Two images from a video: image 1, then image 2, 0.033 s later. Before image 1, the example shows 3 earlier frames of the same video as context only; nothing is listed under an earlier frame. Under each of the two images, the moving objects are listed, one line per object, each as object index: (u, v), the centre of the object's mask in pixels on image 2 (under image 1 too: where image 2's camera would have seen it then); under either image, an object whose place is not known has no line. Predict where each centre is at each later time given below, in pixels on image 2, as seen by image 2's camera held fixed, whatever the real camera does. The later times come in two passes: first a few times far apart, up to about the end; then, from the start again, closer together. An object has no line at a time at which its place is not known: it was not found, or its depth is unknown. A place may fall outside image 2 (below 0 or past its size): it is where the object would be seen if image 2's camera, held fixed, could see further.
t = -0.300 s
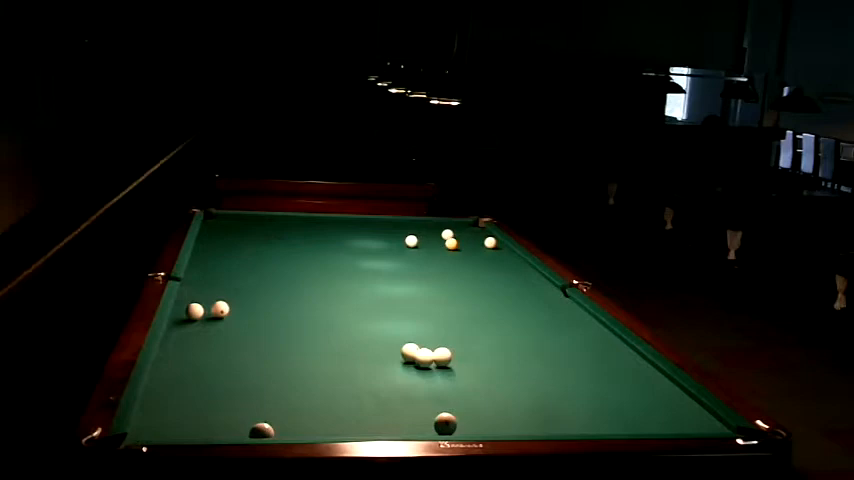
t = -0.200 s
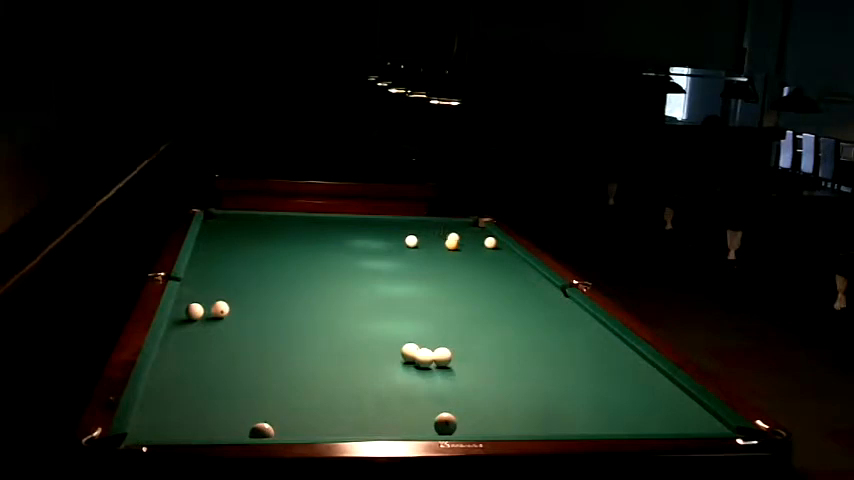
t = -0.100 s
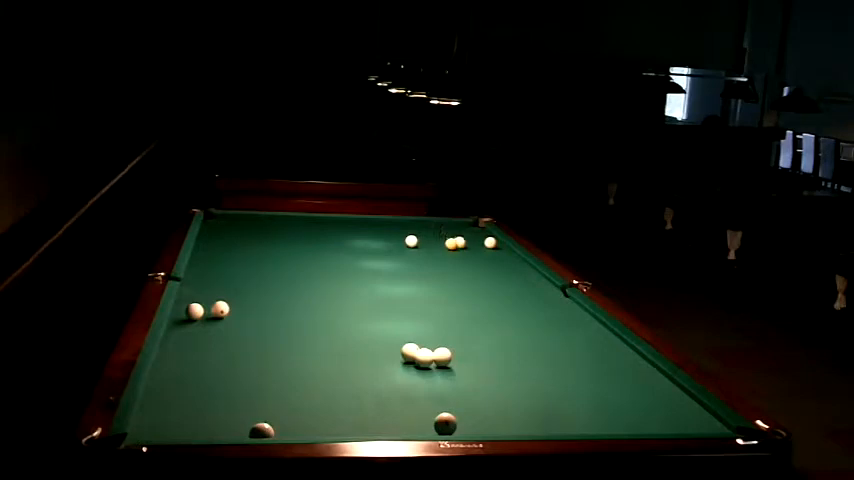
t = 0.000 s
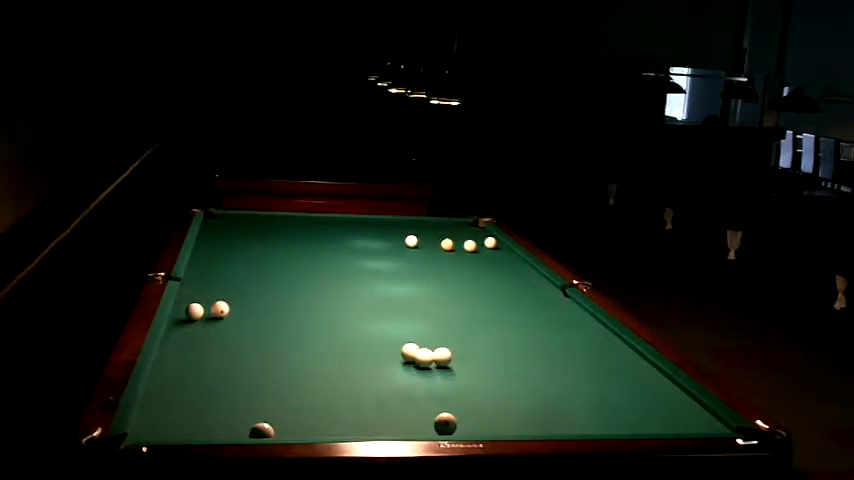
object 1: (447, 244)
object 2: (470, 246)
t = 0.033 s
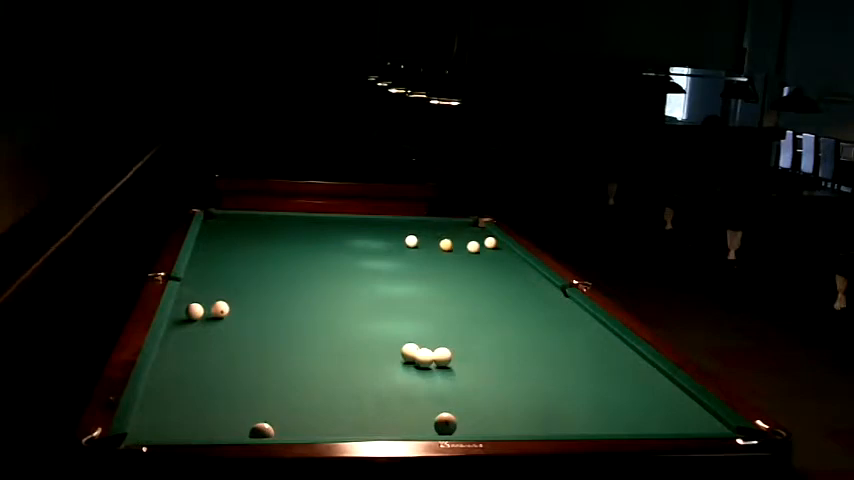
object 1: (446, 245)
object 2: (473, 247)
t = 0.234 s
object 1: (438, 246)
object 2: (494, 253)
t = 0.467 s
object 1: (430, 248)
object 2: (520, 261)
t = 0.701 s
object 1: (421, 249)
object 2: (523, 268)
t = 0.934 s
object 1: (413, 251)
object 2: (521, 274)
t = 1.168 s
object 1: (405, 252)
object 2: (519, 281)
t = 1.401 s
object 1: (398, 253)
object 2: (517, 287)
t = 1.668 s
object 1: (389, 255)
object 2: (515, 296)
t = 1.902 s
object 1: (382, 256)
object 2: (513, 302)
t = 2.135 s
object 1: (375, 256)
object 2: (510, 310)
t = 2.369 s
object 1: (369, 257)
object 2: (508, 317)
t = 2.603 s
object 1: (363, 258)
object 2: (505, 325)
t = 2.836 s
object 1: (358, 259)
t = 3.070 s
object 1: (353, 259)
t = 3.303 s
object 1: (349, 260)
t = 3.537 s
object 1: (345, 260)
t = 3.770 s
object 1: (343, 261)
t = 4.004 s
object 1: (340, 261)
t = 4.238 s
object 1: (337, 261)
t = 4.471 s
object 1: (335, 262)
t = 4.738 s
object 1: (333, 262)
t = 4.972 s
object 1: (332, 262)
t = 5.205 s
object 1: (332, 262)
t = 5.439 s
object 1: (332, 262)
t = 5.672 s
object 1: (332, 262)
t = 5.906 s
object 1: (332, 262)
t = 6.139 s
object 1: (332, 262)
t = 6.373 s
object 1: (332, 262)
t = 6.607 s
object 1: (332, 262)
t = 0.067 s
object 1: (445, 245)
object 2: (477, 248)
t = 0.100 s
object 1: (443, 245)
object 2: (480, 249)
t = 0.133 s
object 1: (442, 246)
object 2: (483, 250)
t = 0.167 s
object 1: (441, 246)
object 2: (487, 252)
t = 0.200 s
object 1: (440, 246)
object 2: (491, 252)
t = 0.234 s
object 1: (438, 246)
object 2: (494, 253)
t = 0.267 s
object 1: (437, 246)
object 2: (498, 255)
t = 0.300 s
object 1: (436, 247)
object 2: (502, 256)
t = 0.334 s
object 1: (435, 247)
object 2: (505, 257)
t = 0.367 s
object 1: (433, 247)
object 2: (509, 258)
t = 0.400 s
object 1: (432, 247)
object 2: (512, 259)
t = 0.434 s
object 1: (431, 248)
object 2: (516, 260)
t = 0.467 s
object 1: (430, 248)
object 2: (520, 261)
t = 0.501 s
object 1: (429, 248)
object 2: (524, 262)
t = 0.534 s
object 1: (427, 248)
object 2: (524, 263)
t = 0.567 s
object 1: (426, 248)
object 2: (524, 264)
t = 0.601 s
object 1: (425, 249)
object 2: (523, 265)
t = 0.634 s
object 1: (424, 249)
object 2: (523, 266)
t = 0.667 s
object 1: (422, 249)
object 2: (523, 267)
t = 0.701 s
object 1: (421, 249)
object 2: (523, 268)
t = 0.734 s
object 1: (420, 250)
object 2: (522, 269)
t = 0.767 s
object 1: (419, 250)
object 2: (522, 270)
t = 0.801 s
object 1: (418, 250)
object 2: (522, 270)
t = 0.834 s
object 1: (417, 250)
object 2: (522, 271)
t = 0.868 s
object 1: (415, 251)
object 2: (521, 272)
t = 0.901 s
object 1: (414, 251)
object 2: (521, 273)
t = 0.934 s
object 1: (413, 251)
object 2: (521, 274)
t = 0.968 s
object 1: (412, 251)
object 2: (521, 275)
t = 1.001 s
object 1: (411, 251)
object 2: (520, 276)
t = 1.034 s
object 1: (409, 251)
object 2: (520, 277)
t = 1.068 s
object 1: (409, 251)
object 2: (520, 278)
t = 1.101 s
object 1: (408, 252)
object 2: (520, 279)
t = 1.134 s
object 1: (406, 252)
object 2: (520, 280)
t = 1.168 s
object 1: (405, 252)
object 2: (519, 281)
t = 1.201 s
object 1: (404, 252)
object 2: (519, 282)
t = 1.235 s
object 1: (403, 252)
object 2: (519, 282)
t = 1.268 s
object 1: (402, 253)
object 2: (518, 283)
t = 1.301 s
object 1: (401, 253)
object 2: (518, 284)
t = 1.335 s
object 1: (400, 253)
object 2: (518, 285)
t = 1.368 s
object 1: (399, 253)
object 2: (518, 286)
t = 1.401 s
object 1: (398, 253)
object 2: (517, 287)
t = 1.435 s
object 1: (397, 253)
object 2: (517, 288)
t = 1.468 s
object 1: (395, 254)
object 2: (517, 289)
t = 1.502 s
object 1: (394, 254)
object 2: (517, 290)
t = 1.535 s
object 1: (393, 254)
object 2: (516, 292)
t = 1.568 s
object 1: (392, 254)
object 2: (516, 293)
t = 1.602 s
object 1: (391, 254)
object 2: (516, 293)
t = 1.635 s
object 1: (390, 254)
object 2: (516, 294)
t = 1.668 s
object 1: (389, 255)
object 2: (515, 296)
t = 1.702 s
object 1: (388, 255)
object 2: (515, 296)
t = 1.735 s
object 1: (387, 255)
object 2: (514, 297)
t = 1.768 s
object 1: (386, 255)
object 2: (514, 298)
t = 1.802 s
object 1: (385, 255)
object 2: (514, 299)
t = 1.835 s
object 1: (384, 255)
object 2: (514, 300)
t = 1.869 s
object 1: (383, 255)
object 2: (513, 301)
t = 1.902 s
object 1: (382, 256)
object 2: (513, 302)
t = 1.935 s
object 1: (382, 255)
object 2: (513, 304)
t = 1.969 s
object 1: (381, 256)
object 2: (512, 304)
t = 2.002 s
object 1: (379, 256)
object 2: (512, 306)
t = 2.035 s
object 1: (378, 256)
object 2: (512, 307)
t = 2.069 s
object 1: (377, 256)
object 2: (511, 308)
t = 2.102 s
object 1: (376, 256)
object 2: (511, 308)
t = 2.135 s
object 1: (375, 256)
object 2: (510, 310)
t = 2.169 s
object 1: (374, 256)
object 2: (510, 311)
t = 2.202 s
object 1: (373, 257)
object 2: (510, 312)
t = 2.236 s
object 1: (372, 257)
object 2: (509, 313)
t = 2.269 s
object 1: (371, 257)
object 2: (509, 314)
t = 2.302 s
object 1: (371, 257)
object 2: (509, 315)
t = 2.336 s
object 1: (370, 257)
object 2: (508, 315)
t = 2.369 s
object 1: (369, 257)
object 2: (508, 317)
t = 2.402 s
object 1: (368, 257)
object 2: (507, 318)
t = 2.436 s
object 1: (367, 257)
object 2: (507, 319)
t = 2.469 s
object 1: (366, 258)
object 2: (507, 320)
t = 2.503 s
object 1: (366, 258)
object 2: (506, 321)
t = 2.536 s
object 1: (365, 258)
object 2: (506, 322)
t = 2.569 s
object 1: (364, 258)
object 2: (505, 323)
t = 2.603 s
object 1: (363, 258)
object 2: (505, 325)
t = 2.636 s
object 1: (362, 258)
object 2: (505, 326)
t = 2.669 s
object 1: (361, 258)
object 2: (504, 326)
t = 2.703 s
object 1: (361, 258)
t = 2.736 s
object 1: (360, 259)
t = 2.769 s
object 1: (359, 259)
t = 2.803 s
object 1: (358, 259)
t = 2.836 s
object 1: (358, 259)
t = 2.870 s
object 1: (357, 259)
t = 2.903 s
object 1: (356, 259)
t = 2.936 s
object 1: (356, 259)
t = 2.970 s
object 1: (355, 259)
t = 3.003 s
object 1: (354, 259)
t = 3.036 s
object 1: (354, 259)
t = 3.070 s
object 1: (353, 259)
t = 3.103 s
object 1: (352, 259)
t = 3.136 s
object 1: (352, 260)
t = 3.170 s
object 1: (351, 260)
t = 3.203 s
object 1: (351, 260)
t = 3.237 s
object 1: (350, 260)
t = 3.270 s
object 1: (350, 260)
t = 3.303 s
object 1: (349, 260)
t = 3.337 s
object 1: (349, 260)
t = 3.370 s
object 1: (348, 260)
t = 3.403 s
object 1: (348, 260)
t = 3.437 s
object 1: (347, 260)
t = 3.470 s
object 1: (347, 260)
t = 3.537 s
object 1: (345, 260)
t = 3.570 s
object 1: (345, 261)
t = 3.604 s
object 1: (344, 261)
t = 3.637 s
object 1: (344, 261)
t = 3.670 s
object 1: (344, 261)
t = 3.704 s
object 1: (343, 261)
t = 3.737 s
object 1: (343, 261)
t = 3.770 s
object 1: (343, 261)
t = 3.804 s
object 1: (342, 261)
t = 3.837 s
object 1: (342, 261)
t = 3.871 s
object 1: (341, 261)
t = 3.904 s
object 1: (341, 261)
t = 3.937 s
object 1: (340, 261)
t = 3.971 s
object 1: (340, 261)
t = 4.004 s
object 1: (340, 261)
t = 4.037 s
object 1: (339, 261)
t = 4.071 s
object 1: (339, 261)
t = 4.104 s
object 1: (338, 261)
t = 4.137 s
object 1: (338, 261)
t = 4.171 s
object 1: (338, 261)
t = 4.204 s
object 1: (338, 261)
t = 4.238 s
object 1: (337, 261)
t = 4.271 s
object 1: (337, 262)
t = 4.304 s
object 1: (337, 262)
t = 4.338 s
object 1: (336, 262)
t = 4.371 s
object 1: (336, 262)
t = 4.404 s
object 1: (336, 262)
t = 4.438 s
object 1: (335, 262)
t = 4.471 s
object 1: (335, 262)
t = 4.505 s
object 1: (335, 262)
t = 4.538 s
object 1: (335, 262)
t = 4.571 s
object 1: (334, 262)
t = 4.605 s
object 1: (334, 262)
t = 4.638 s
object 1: (334, 262)
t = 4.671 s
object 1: (334, 262)
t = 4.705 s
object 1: (333, 262)
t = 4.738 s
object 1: (333, 262)
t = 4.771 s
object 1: (333, 262)
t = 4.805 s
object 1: (333, 262)
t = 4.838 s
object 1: (333, 262)
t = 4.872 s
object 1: (333, 262)
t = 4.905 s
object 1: (332, 262)
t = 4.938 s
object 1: (332, 262)
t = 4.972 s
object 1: (332, 262)
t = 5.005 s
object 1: (332, 262)
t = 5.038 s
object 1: (332, 262)
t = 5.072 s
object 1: (332, 262)
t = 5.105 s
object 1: (332, 262)
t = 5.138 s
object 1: (332, 262)
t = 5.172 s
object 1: (332, 262)
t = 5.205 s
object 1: (332, 262)
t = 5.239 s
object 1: (332, 262)
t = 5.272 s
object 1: (332, 262)
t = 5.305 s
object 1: (332, 262)
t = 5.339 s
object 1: (332, 262)
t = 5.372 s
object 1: (332, 262)
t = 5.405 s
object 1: (332, 262)
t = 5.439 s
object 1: (332, 262)
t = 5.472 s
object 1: (332, 262)
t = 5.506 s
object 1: (332, 262)
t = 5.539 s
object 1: (332, 262)
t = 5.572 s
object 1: (332, 262)
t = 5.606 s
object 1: (332, 262)
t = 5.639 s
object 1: (332, 262)
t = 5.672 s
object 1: (332, 262)
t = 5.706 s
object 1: (332, 262)
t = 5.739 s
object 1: (332, 262)
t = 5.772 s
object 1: (332, 262)
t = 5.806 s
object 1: (332, 262)
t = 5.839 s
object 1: (332, 262)
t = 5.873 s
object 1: (332, 262)
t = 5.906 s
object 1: (332, 262)
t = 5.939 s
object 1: (332, 262)
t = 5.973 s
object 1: (332, 262)
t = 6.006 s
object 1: (332, 262)
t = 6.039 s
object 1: (332, 262)
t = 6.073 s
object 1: (332, 262)
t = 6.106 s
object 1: (332, 262)
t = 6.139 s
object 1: (332, 262)
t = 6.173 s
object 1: (332, 262)
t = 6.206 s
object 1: (332, 262)
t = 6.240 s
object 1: (332, 262)
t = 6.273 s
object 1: (332, 262)
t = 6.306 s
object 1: (332, 262)
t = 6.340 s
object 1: (332, 262)
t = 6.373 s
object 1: (332, 262)
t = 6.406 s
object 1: (332, 262)
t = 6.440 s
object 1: (332, 262)
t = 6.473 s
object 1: (332, 262)
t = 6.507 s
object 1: (332, 262)
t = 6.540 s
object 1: (332, 262)
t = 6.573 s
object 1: (332, 262)
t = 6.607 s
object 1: (332, 262)
